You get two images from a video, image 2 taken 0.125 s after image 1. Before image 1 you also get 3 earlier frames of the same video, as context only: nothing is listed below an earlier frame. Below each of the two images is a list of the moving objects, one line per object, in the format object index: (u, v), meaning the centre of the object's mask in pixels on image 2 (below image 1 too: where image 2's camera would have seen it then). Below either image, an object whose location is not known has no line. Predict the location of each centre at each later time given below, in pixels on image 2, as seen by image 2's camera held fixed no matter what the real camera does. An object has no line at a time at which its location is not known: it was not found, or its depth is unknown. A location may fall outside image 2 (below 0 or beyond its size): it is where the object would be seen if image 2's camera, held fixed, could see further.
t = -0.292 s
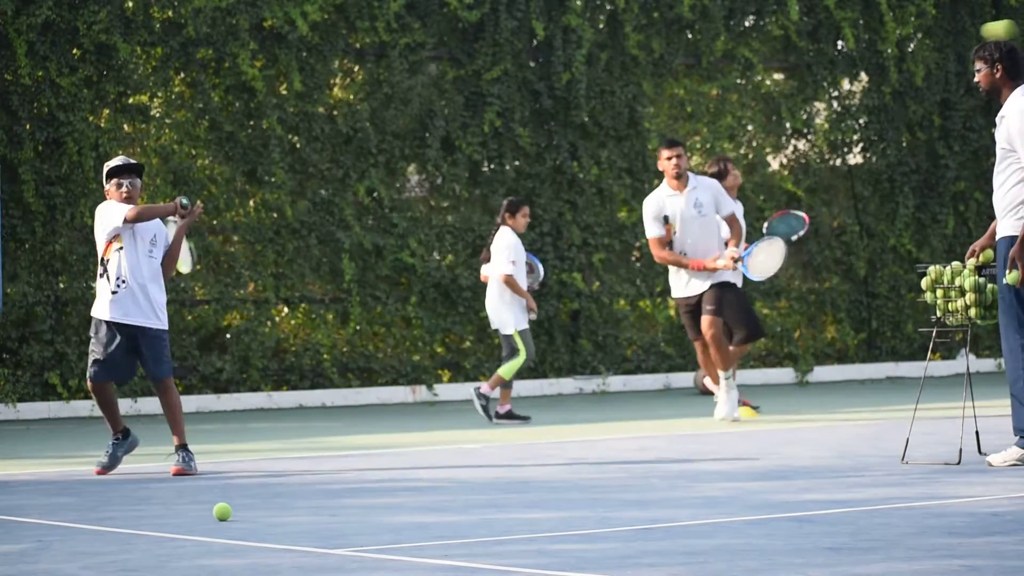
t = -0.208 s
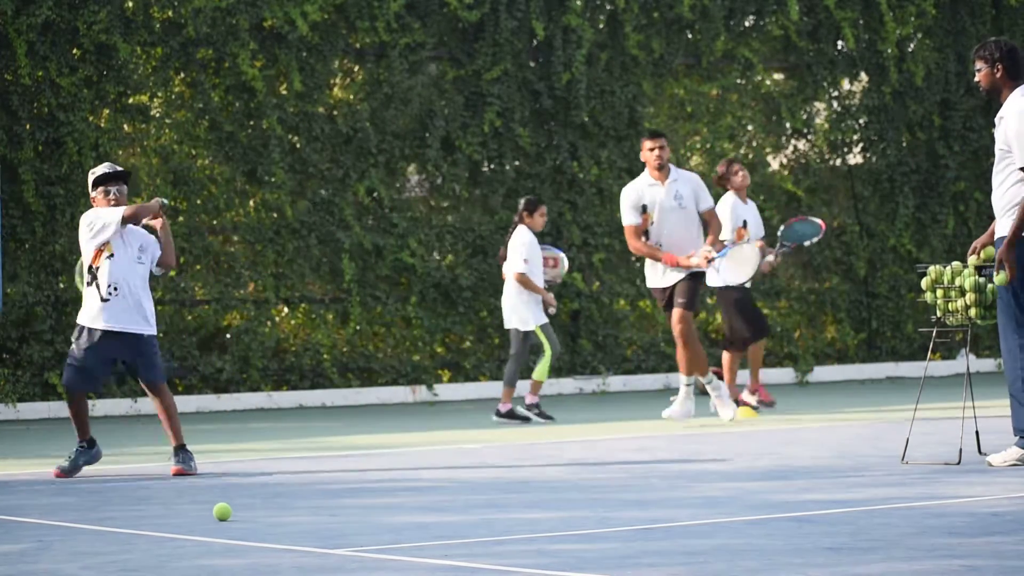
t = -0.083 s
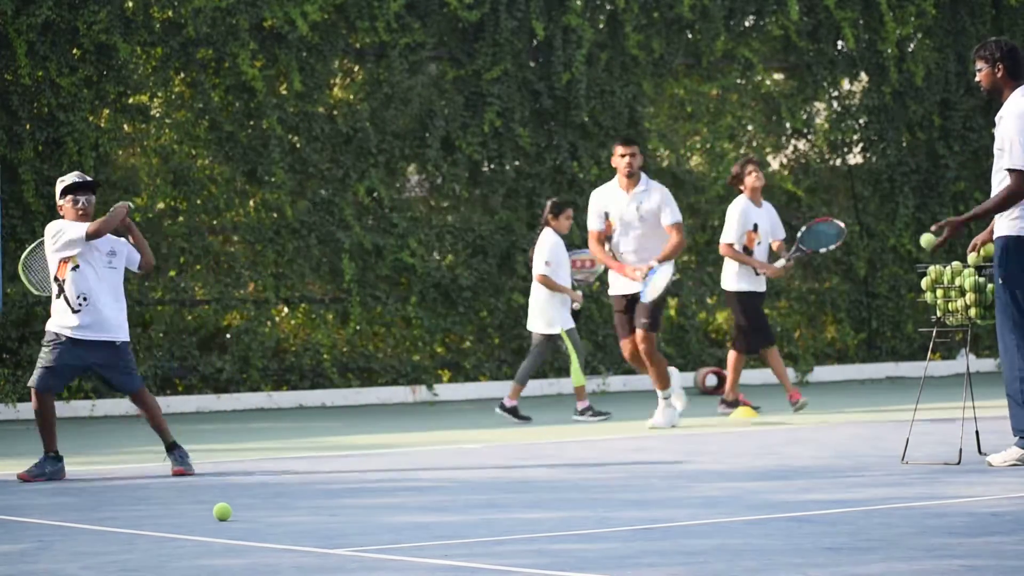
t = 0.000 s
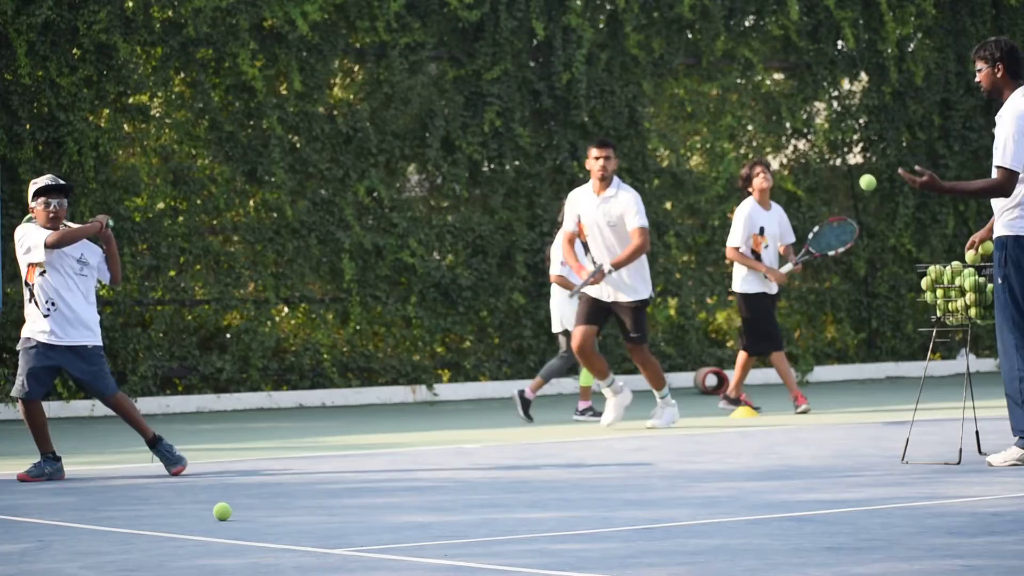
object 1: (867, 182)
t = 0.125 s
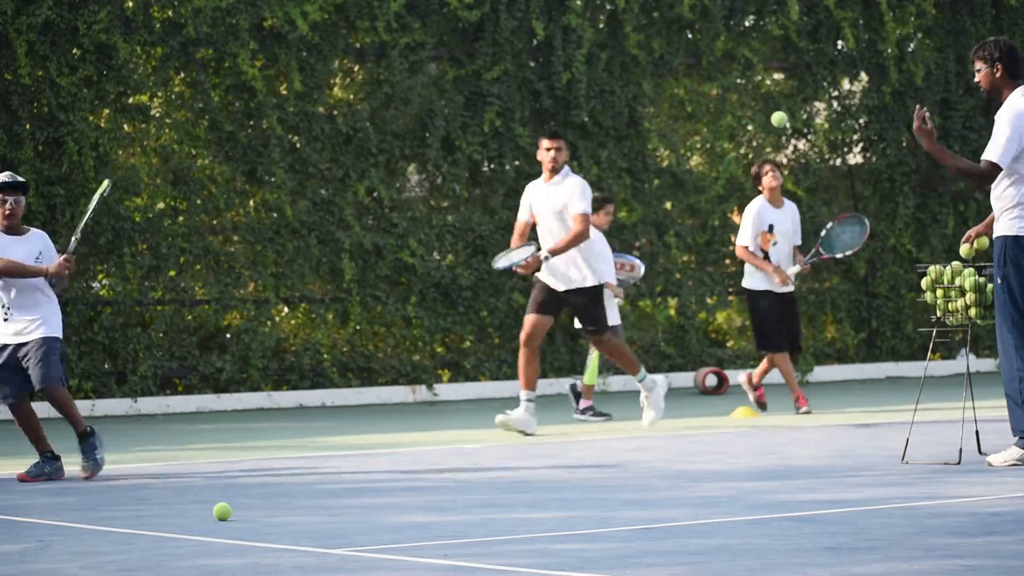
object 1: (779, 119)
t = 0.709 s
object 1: (386, 304)
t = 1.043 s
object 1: (211, 328)
